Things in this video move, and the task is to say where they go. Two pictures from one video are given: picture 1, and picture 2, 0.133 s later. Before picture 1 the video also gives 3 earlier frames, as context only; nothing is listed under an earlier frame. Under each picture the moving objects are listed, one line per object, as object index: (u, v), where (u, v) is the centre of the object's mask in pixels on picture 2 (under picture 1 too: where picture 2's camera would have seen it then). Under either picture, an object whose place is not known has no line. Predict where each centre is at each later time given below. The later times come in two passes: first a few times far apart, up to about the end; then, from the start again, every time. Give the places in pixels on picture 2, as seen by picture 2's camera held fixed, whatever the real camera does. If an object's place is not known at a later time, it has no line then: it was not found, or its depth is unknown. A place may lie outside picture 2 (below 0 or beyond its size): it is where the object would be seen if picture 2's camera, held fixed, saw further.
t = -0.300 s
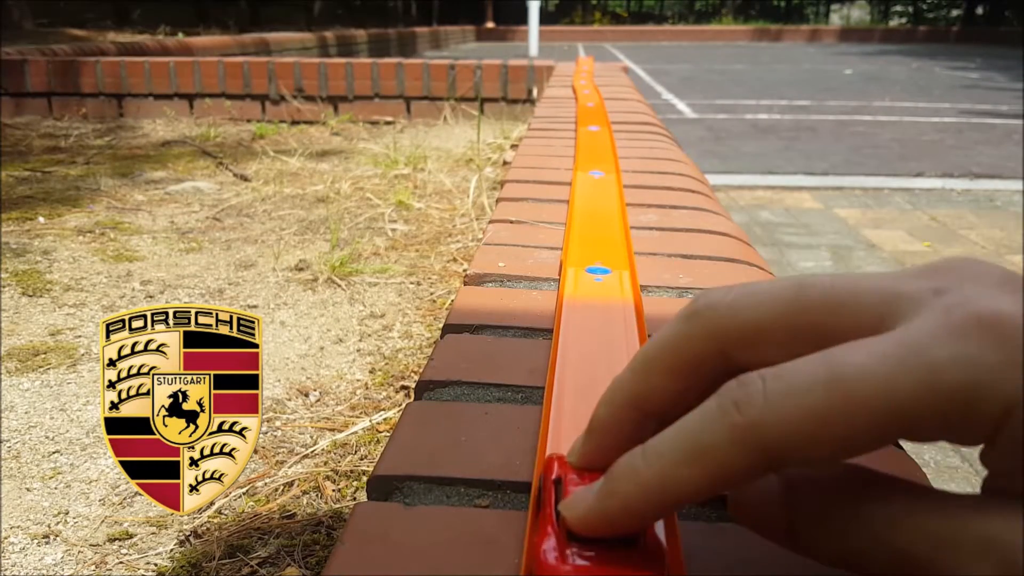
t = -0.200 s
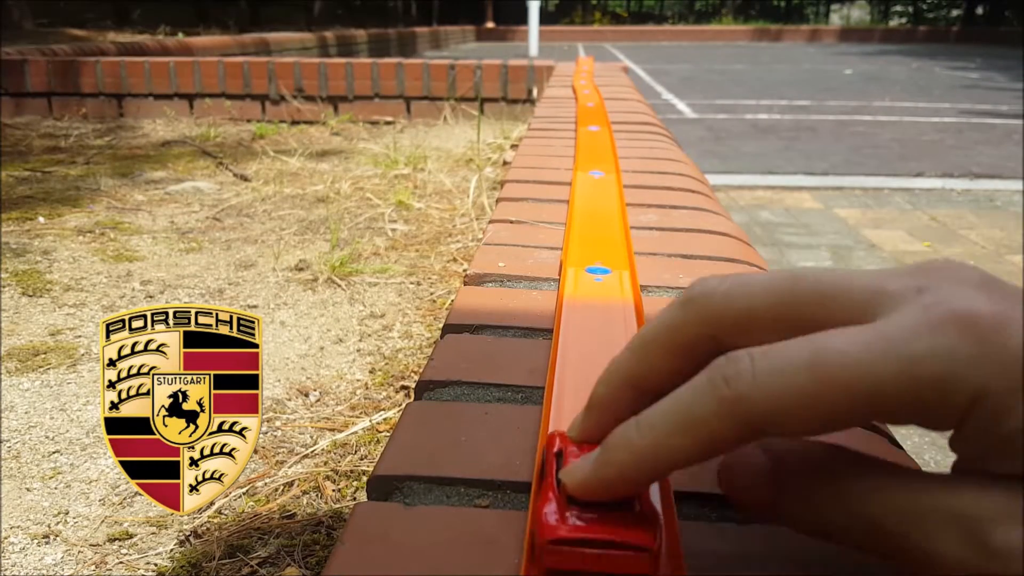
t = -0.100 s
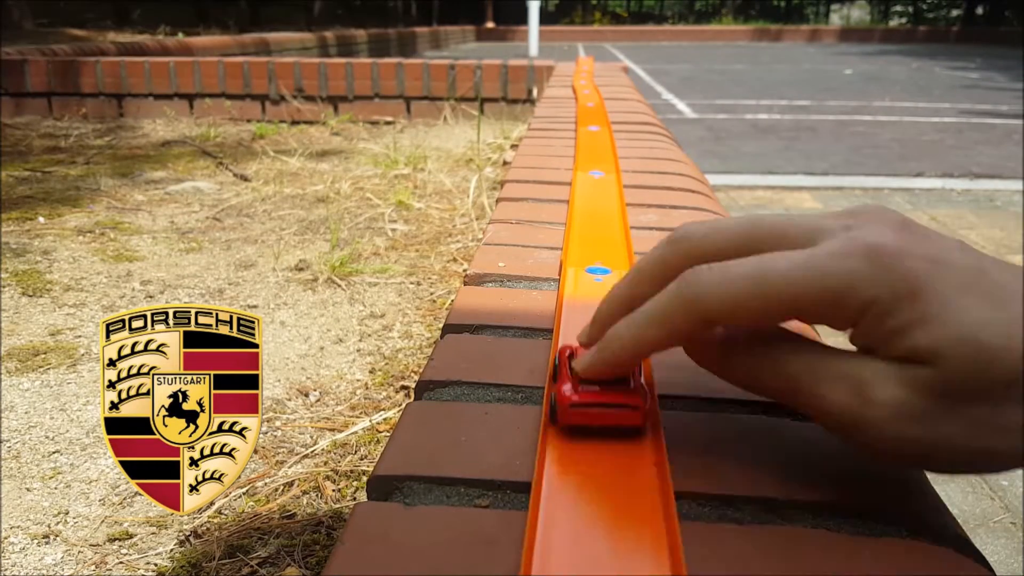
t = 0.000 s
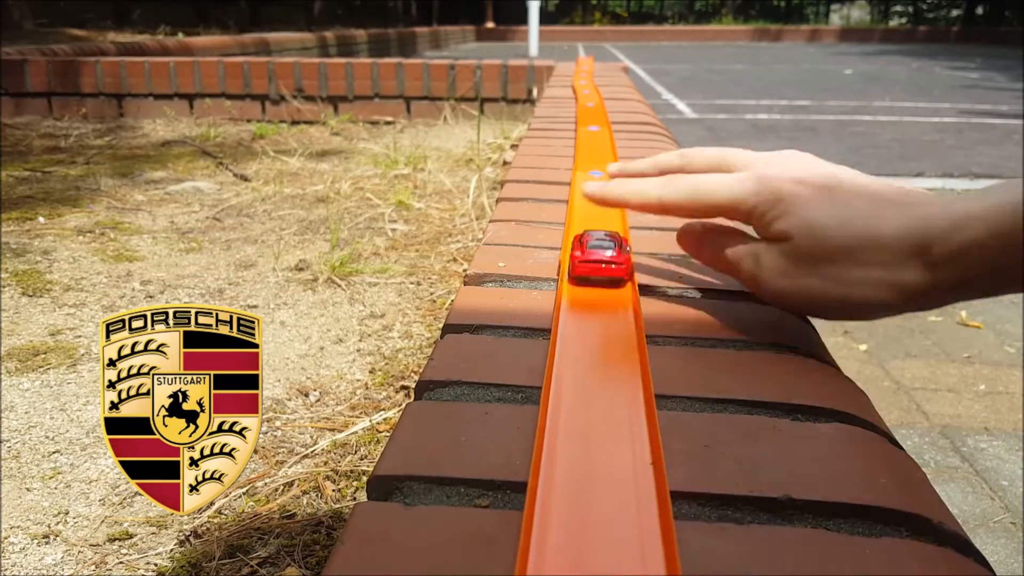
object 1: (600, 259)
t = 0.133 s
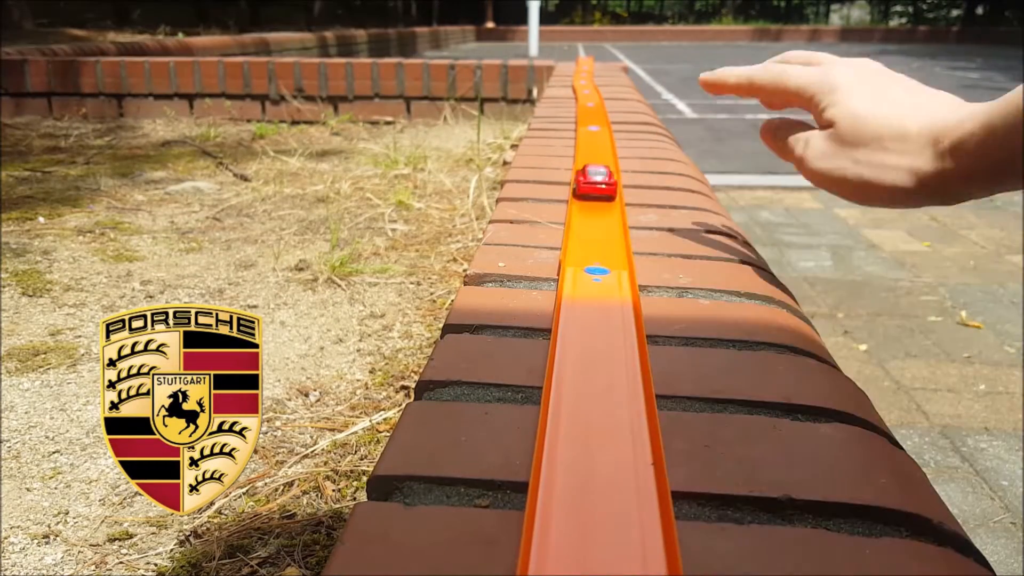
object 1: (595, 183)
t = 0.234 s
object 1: (597, 150)
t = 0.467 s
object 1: (592, 110)
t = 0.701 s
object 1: (590, 92)
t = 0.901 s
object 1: (583, 82)
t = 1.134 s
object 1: (583, 73)
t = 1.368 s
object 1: (584, 67)
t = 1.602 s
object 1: (585, 63)
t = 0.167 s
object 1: (595, 170)
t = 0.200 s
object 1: (596, 159)
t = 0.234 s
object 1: (597, 150)
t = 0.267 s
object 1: (597, 142)
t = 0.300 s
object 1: (597, 135)
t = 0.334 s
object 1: (596, 129)
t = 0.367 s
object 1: (595, 124)
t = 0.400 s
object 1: (594, 119)
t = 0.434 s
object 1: (593, 114)
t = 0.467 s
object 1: (592, 110)
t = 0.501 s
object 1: (592, 107)
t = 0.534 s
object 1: (592, 104)
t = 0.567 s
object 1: (592, 102)
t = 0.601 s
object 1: (591, 99)
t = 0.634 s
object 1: (590, 96)
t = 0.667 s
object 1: (590, 94)
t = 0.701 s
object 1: (590, 92)
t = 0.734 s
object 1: (589, 89)
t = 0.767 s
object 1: (588, 87)
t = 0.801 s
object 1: (587, 85)
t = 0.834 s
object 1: (586, 84)
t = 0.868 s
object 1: (584, 83)
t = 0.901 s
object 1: (583, 82)
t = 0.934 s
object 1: (583, 80)
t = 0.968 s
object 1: (582, 79)
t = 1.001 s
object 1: (582, 77)
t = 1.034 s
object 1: (582, 76)
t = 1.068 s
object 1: (583, 75)
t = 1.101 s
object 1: (583, 74)
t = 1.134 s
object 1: (583, 73)
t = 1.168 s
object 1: (583, 73)
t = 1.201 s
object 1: (583, 72)
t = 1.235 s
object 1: (583, 71)
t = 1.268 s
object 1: (583, 70)
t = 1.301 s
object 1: (583, 69)
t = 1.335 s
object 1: (584, 68)
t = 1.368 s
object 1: (584, 67)
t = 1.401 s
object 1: (585, 66)
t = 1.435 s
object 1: (585, 66)
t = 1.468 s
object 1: (585, 65)
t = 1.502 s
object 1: (585, 65)
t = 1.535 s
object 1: (585, 64)
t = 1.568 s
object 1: (585, 64)
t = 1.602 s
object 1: (585, 63)
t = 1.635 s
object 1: (585, 63)
